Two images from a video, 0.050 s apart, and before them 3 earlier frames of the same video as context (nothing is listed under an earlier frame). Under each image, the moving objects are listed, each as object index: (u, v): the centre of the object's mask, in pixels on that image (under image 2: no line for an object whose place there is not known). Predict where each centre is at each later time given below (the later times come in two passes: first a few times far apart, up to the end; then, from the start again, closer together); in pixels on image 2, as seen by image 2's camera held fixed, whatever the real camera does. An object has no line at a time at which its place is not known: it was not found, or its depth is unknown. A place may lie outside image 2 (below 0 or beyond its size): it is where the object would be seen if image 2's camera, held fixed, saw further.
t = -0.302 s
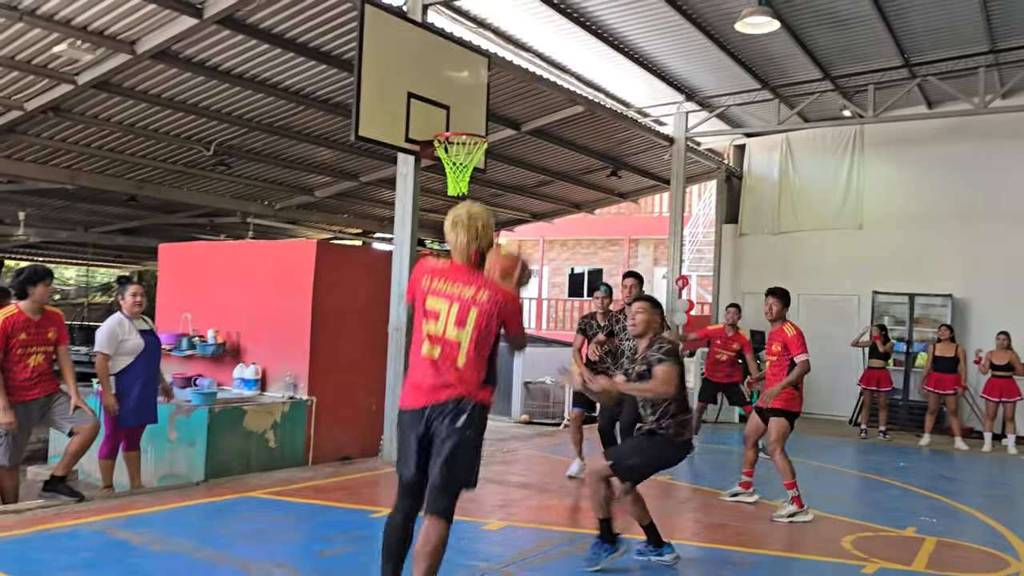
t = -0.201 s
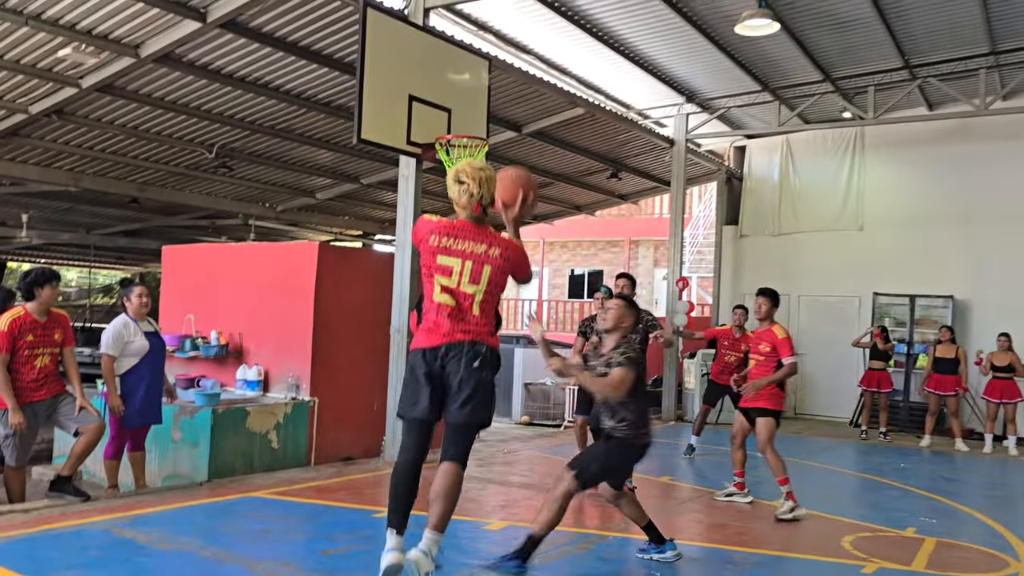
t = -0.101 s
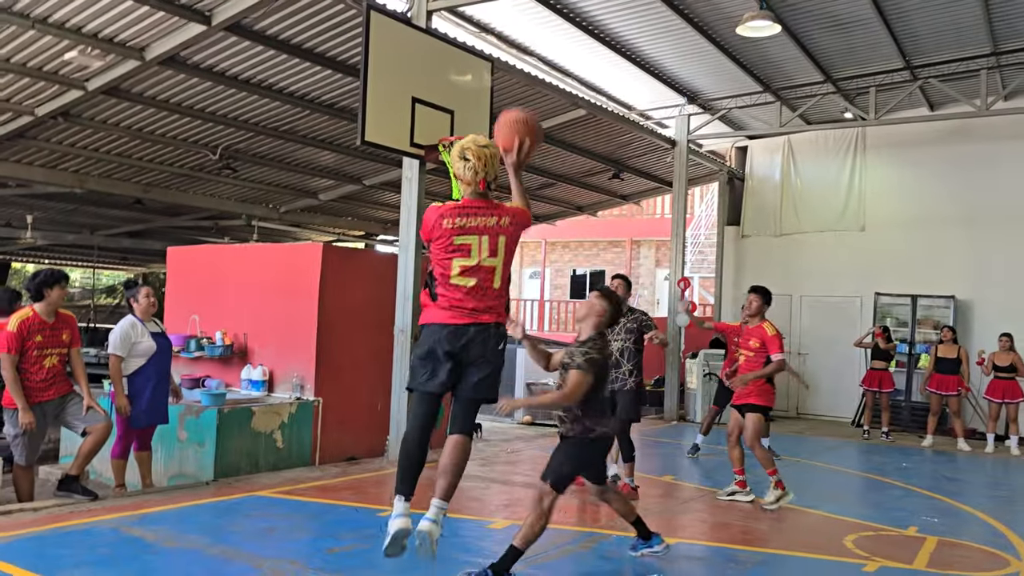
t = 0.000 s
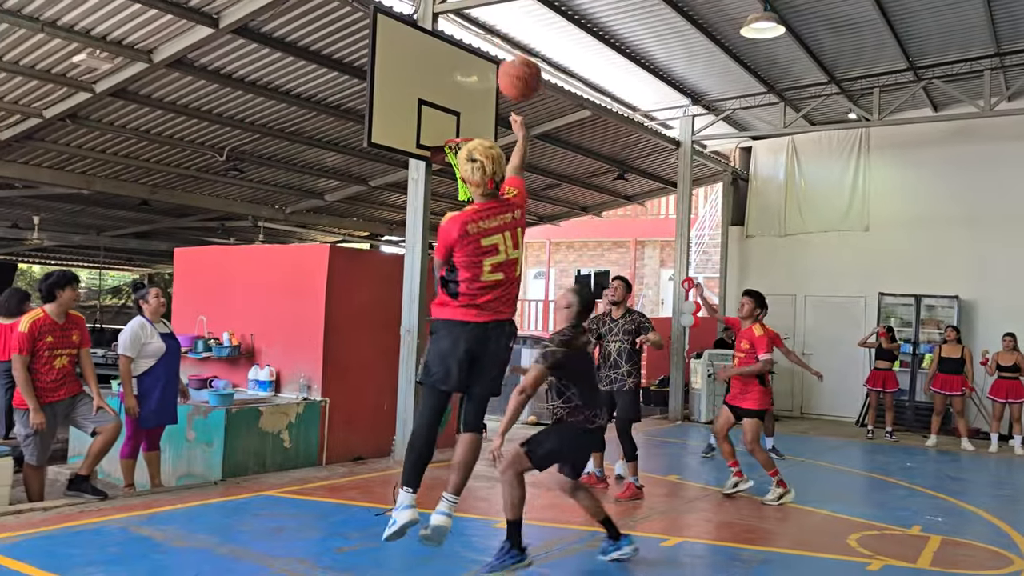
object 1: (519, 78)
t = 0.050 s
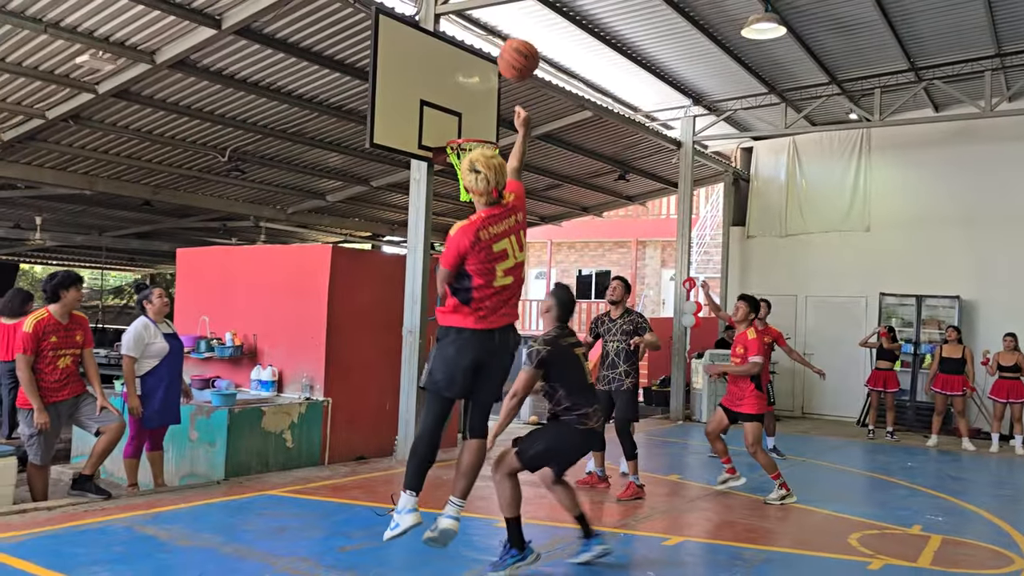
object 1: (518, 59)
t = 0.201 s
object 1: (508, 33)
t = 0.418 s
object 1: (494, 54)
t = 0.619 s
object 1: (483, 115)
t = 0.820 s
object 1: (508, 113)
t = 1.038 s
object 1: (550, 130)
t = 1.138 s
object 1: (571, 162)
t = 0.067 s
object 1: (516, 55)
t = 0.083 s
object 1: (515, 51)
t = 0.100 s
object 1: (514, 46)
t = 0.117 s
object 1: (514, 42)
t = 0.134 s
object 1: (513, 39)
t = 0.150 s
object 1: (511, 37)
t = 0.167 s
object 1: (510, 35)
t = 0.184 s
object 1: (509, 34)
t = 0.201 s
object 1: (508, 33)
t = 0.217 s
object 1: (507, 33)
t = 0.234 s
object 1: (506, 33)
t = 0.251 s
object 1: (505, 33)
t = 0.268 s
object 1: (503, 34)
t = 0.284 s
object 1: (502, 35)
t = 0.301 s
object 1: (502, 36)
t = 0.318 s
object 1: (501, 37)
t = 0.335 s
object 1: (500, 40)
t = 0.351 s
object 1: (499, 42)
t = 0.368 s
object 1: (497, 45)
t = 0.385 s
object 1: (497, 47)
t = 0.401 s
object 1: (495, 49)
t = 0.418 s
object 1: (494, 54)
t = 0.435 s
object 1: (493, 58)
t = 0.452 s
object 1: (491, 63)
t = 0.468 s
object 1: (490, 67)
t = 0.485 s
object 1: (489, 71)
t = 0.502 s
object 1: (489, 75)
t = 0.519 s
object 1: (488, 81)
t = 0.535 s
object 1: (487, 86)
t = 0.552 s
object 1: (486, 91)
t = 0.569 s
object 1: (485, 97)
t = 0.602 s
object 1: (484, 109)
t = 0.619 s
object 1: (483, 115)
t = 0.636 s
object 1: (482, 122)
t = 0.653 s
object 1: (481, 128)
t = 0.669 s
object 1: (482, 131)
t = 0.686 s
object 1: (484, 128)
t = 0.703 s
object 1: (487, 125)
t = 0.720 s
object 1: (490, 122)
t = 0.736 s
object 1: (493, 119)
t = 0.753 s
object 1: (496, 117)
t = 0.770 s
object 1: (499, 115)
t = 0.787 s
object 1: (502, 114)
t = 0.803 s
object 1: (505, 113)
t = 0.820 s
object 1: (508, 113)
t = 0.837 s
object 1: (511, 112)
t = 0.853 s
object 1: (514, 112)
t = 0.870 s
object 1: (517, 111)
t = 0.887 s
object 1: (520, 111)
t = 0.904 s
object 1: (523, 112)
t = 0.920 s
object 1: (526, 113)
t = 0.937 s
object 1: (529, 114)
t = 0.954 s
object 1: (532, 116)
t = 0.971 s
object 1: (535, 117)
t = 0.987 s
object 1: (539, 121)
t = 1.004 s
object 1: (543, 123)
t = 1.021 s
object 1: (546, 126)
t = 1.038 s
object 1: (550, 130)
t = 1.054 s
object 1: (553, 133)
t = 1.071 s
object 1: (556, 139)
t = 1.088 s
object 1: (560, 144)
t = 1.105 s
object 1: (564, 149)
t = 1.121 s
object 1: (568, 155)
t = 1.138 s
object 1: (571, 162)
